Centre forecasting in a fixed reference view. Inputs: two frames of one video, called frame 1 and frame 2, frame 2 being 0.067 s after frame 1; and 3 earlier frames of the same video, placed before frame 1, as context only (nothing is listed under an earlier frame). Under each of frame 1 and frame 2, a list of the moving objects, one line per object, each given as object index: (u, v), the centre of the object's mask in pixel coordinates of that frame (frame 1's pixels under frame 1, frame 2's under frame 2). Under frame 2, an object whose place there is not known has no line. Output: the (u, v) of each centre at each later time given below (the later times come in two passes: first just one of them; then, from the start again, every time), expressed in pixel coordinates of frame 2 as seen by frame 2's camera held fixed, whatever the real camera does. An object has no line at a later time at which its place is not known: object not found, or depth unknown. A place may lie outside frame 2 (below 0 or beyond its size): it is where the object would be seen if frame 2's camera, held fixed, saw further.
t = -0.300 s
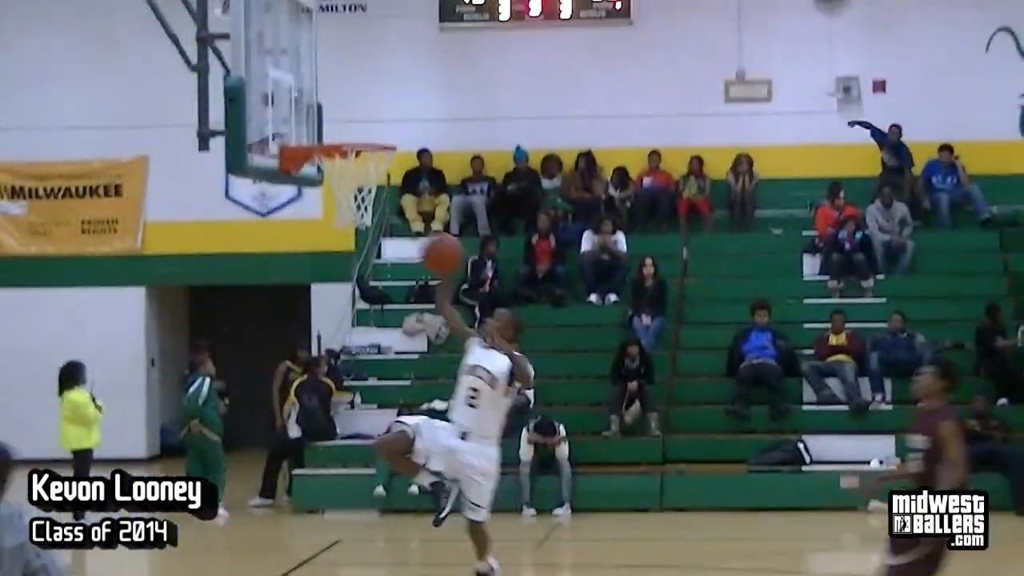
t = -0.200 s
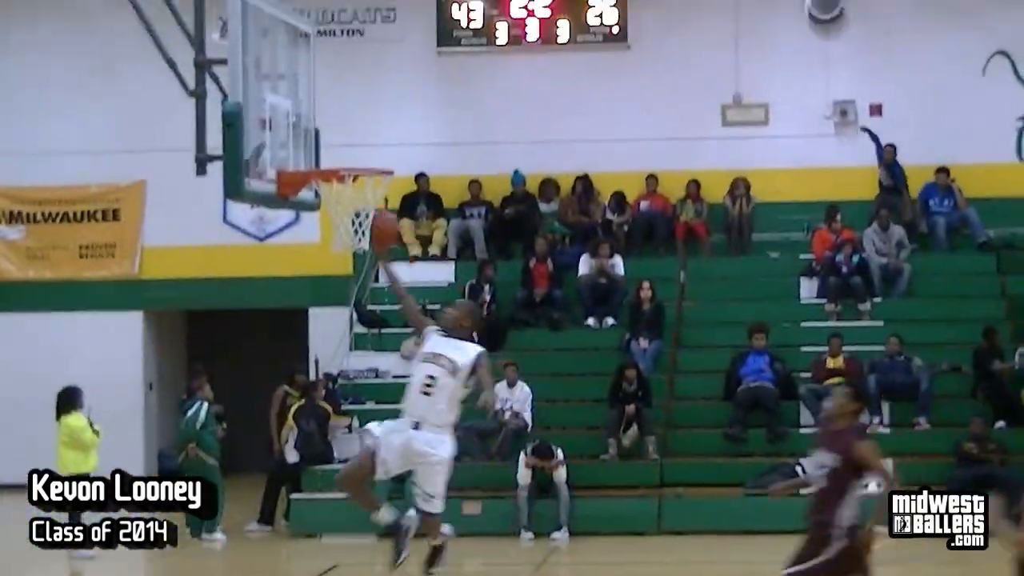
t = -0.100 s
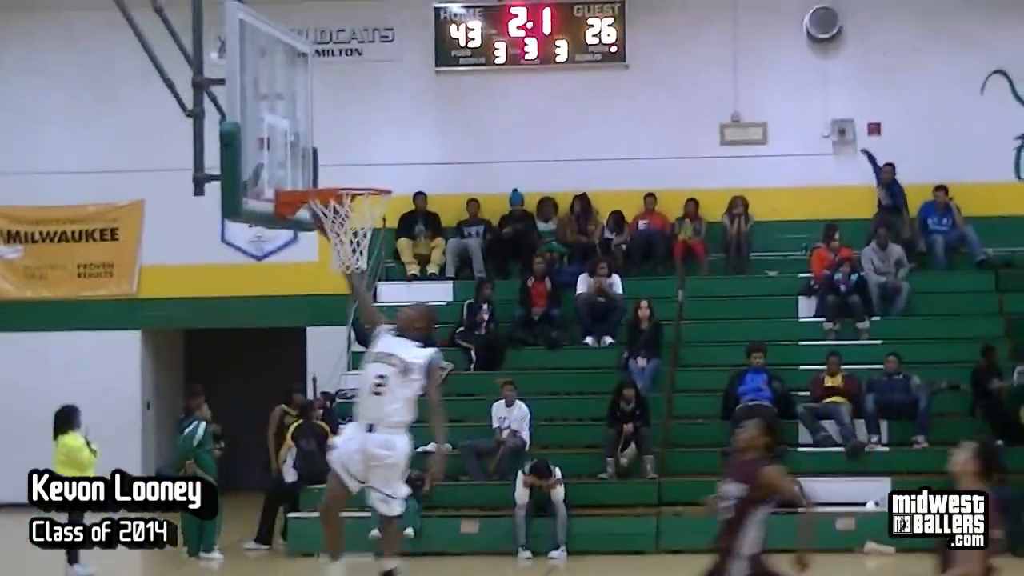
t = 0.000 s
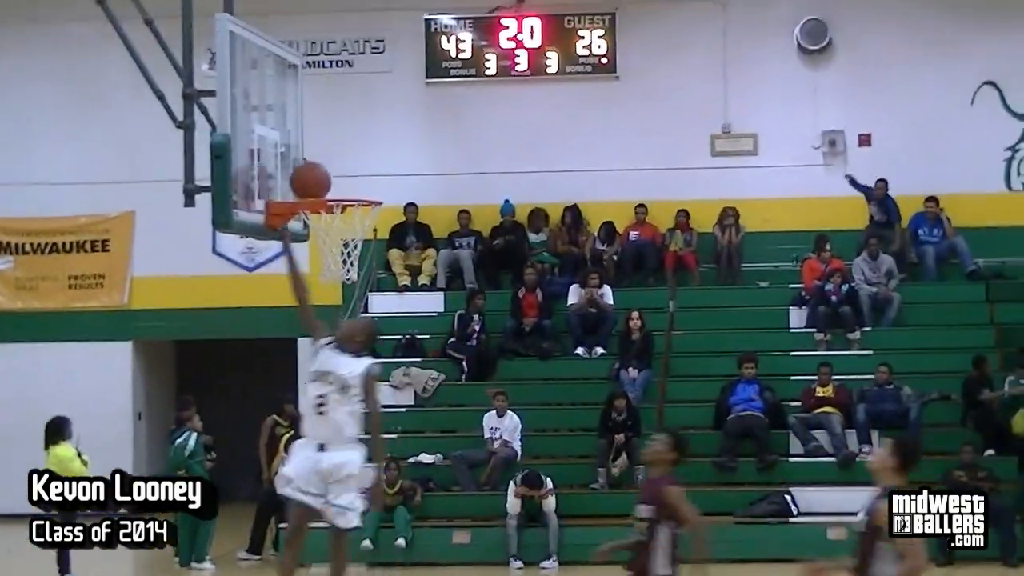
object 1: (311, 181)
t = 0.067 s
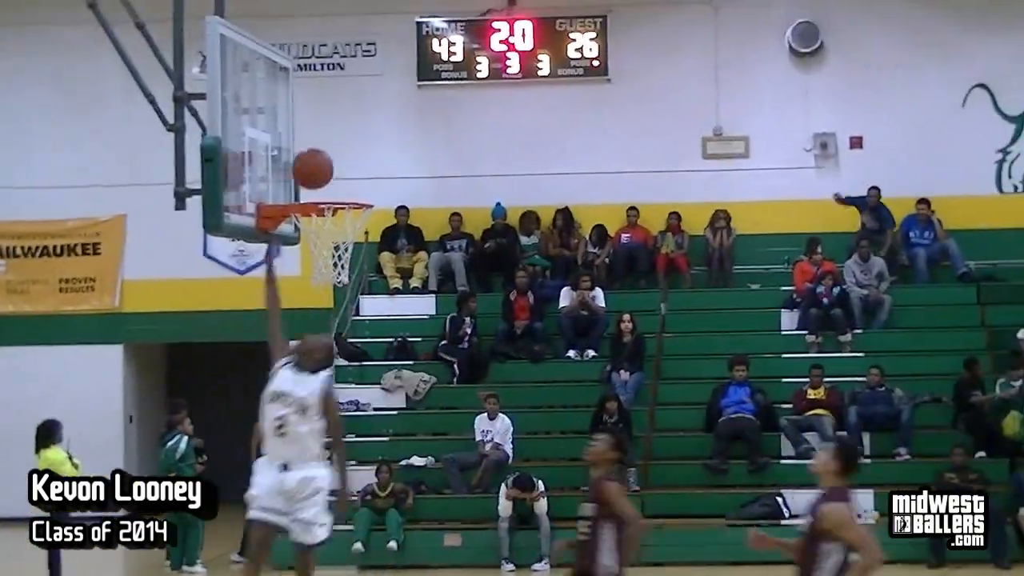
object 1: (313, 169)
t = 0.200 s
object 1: (335, 163)
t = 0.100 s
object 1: (318, 166)
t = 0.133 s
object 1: (324, 162)
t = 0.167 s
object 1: (330, 162)
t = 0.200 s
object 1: (335, 163)
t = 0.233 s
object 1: (341, 166)
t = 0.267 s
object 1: (346, 171)
